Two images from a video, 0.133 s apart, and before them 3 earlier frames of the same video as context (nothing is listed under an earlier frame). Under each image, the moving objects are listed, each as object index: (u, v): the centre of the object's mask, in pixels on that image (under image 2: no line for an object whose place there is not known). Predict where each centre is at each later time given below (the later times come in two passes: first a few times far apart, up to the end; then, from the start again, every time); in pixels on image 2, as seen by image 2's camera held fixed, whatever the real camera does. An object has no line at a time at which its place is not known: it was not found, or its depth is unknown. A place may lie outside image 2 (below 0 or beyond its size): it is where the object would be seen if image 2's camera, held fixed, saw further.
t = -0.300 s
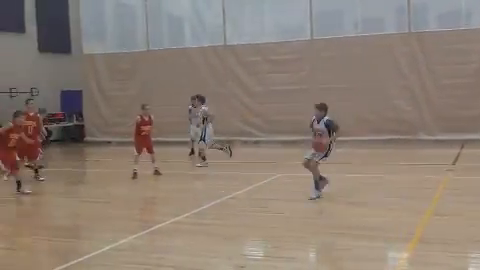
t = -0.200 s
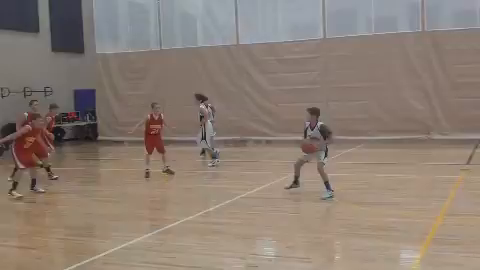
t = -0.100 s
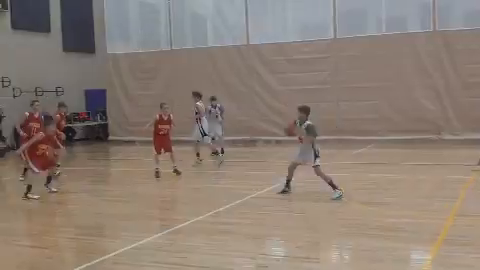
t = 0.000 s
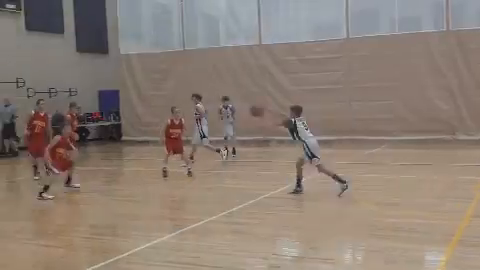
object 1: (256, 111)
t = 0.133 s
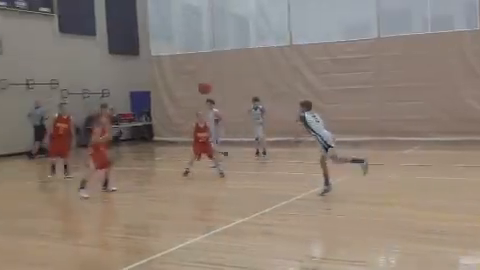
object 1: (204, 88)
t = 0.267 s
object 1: (132, 77)
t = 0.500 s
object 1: (64, 56)
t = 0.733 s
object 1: (15, 54)
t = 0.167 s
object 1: (185, 84)
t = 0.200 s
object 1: (166, 81)
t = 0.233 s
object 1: (149, 78)
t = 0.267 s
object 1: (132, 77)
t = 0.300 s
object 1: (115, 75)
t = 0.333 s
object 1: (102, 74)
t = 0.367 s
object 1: (93, 71)
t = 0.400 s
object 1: (86, 66)
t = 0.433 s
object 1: (78, 62)
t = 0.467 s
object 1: (71, 58)
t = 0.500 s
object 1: (64, 56)
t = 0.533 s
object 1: (57, 54)
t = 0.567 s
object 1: (50, 52)
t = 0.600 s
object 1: (42, 51)
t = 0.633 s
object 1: (35, 51)
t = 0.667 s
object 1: (28, 51)
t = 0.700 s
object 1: (21, 52)
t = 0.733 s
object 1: (15, 54)
